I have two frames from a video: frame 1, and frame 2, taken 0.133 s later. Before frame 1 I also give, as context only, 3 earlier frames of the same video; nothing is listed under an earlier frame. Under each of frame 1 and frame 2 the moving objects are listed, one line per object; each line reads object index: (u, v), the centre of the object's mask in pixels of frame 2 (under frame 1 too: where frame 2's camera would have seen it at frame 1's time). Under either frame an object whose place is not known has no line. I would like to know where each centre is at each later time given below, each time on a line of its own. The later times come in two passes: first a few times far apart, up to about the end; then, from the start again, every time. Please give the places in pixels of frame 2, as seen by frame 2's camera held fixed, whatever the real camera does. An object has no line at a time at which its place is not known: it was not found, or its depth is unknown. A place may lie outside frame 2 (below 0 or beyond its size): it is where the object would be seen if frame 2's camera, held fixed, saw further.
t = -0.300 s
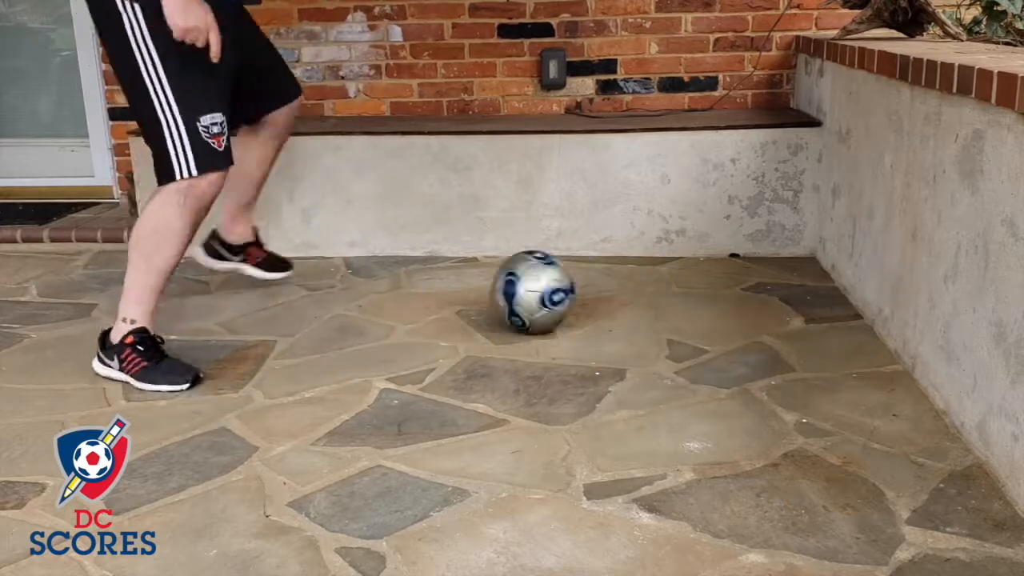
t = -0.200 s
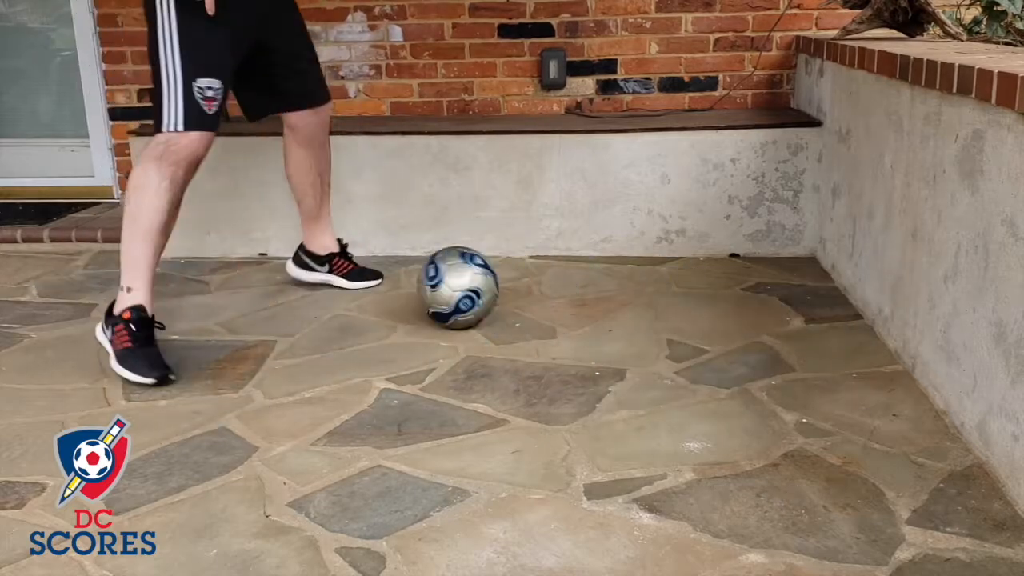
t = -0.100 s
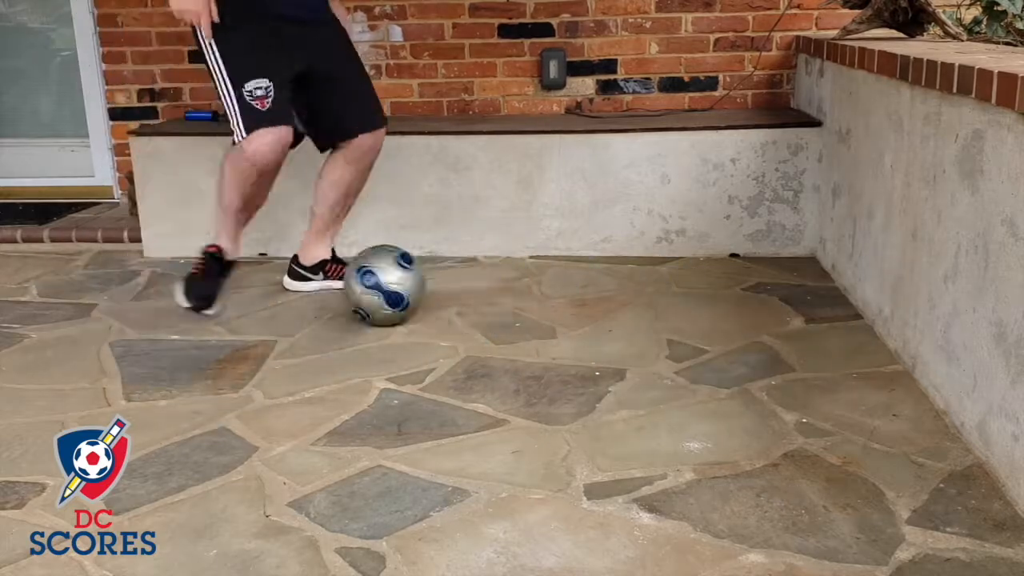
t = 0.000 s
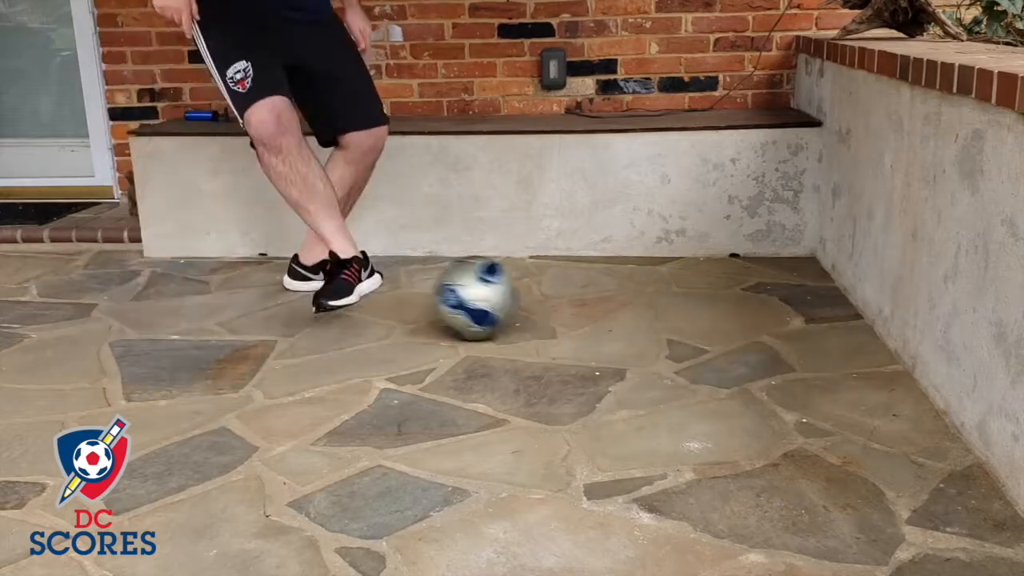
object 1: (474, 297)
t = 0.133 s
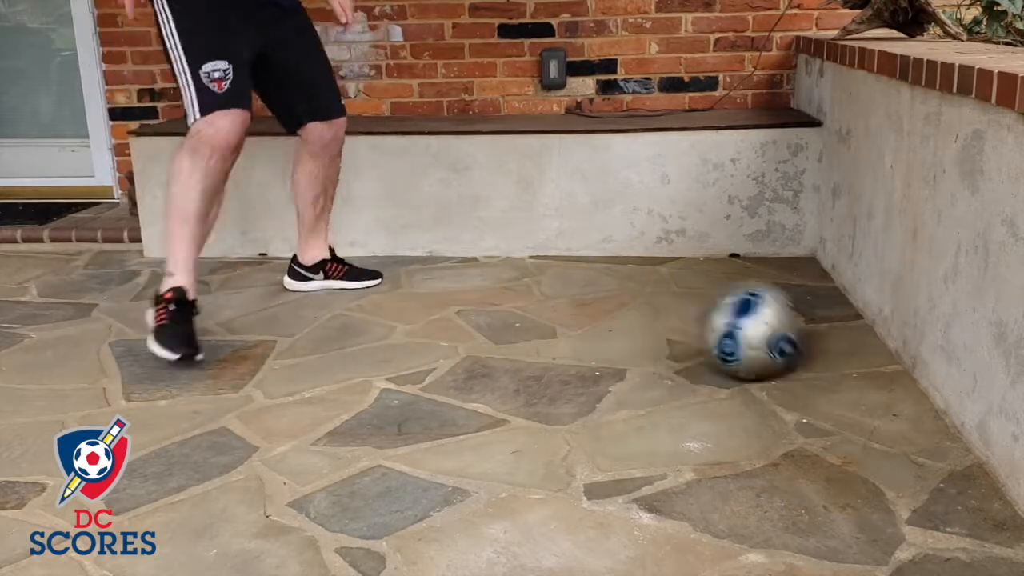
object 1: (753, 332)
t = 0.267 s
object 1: (779, 339)
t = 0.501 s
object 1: (597, 386)
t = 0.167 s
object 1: (823, 339)
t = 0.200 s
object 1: (884, 348)
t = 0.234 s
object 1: (831, 333)
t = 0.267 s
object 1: (779, 339)
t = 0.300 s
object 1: (722, 365)
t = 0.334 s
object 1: (702, 355)
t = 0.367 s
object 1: (679, 364)
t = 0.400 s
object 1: (657, 373)
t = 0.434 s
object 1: (638, 374)
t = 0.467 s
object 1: (618, 386)
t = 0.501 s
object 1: (597, 386)
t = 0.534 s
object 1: (576, 398)
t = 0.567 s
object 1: (556, 407)
